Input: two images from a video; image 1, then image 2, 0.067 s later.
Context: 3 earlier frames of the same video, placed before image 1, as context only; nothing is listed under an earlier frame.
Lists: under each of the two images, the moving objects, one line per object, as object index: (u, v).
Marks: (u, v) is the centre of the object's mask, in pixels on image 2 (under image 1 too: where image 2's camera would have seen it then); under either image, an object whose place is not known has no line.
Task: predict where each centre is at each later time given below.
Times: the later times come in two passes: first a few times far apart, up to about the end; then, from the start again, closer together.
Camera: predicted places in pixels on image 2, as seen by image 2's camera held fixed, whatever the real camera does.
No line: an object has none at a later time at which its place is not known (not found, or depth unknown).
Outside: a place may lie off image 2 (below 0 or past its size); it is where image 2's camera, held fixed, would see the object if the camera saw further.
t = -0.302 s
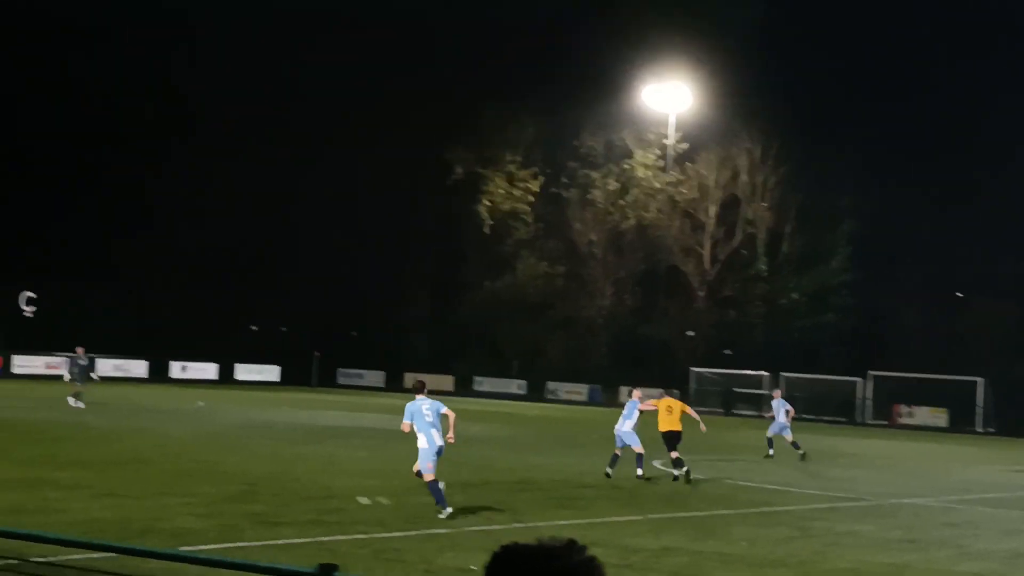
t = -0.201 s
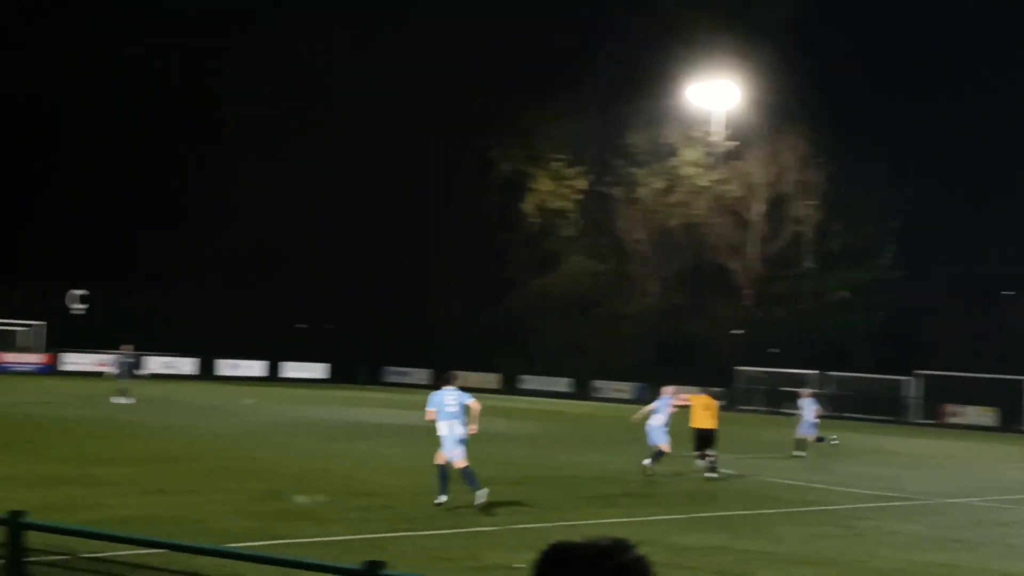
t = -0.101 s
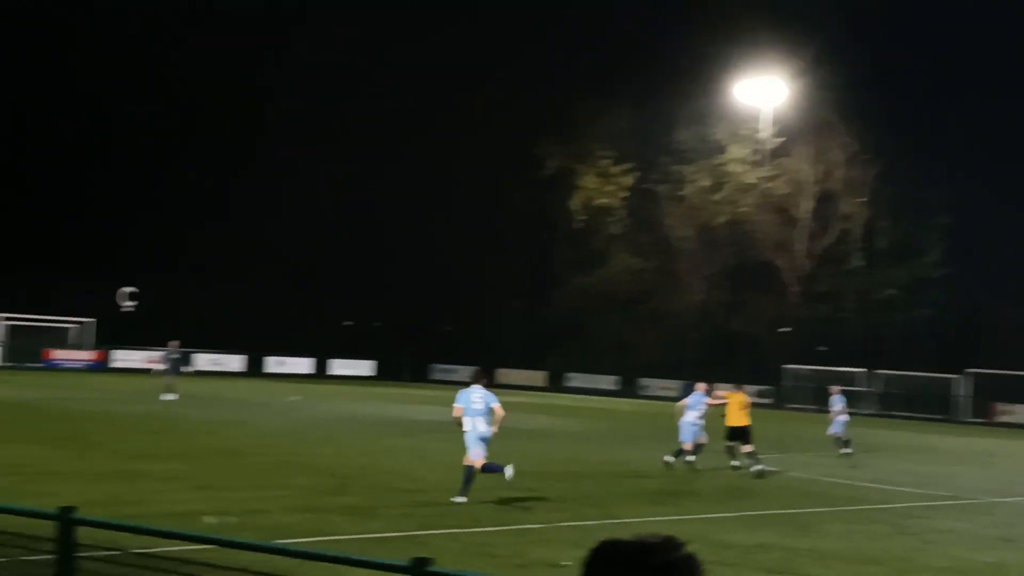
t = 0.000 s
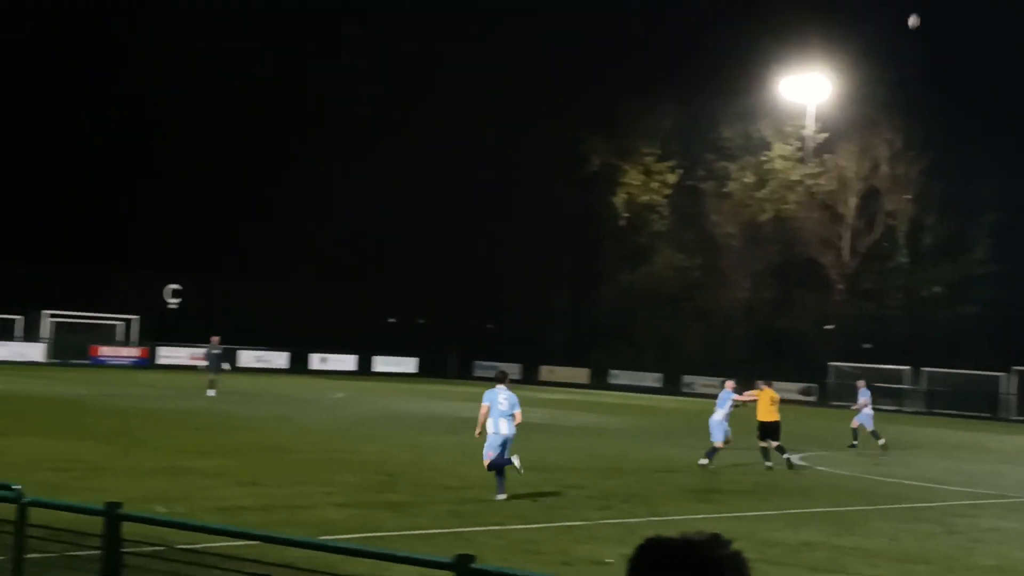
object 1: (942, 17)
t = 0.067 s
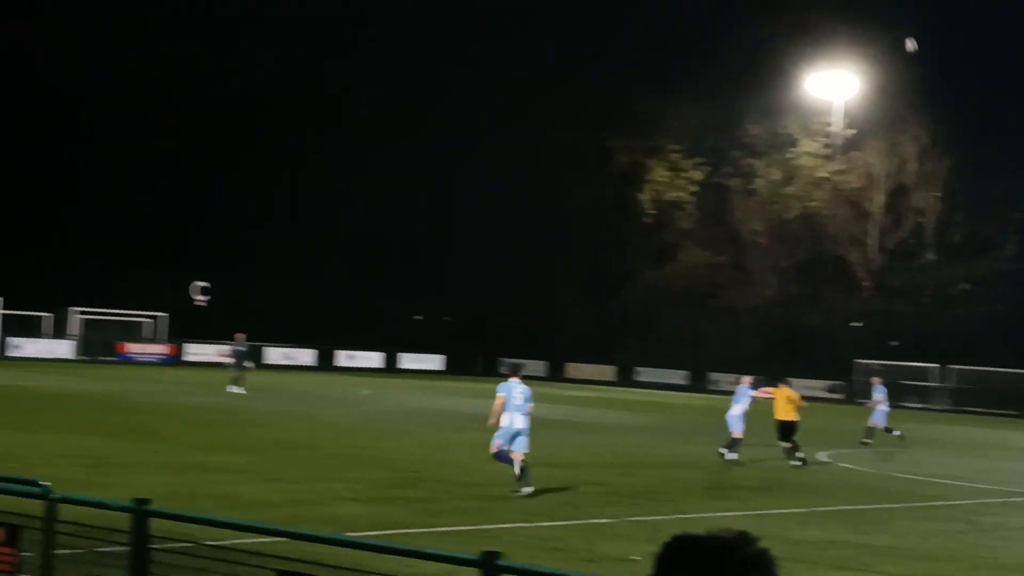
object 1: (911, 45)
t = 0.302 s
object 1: (810, 148)
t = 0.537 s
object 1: (722, 257)
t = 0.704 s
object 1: (664, 337)
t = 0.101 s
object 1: (896, 60)
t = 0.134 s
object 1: (880, 75)
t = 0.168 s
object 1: (866, 88)
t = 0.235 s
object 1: (834, 126)
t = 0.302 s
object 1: (810, 148)
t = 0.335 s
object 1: (797, 164)
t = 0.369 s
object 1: (784, 179)
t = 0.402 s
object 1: (771, 195)
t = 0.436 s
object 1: (759, 210)
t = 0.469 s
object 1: (746, 226)
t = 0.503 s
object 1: (734, 241)
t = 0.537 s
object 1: (722, 257)
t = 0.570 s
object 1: (711, 272)
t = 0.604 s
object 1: (699, 289)
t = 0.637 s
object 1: (687, 305)
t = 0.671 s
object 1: (676, 321)
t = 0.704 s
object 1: (664, 337)
